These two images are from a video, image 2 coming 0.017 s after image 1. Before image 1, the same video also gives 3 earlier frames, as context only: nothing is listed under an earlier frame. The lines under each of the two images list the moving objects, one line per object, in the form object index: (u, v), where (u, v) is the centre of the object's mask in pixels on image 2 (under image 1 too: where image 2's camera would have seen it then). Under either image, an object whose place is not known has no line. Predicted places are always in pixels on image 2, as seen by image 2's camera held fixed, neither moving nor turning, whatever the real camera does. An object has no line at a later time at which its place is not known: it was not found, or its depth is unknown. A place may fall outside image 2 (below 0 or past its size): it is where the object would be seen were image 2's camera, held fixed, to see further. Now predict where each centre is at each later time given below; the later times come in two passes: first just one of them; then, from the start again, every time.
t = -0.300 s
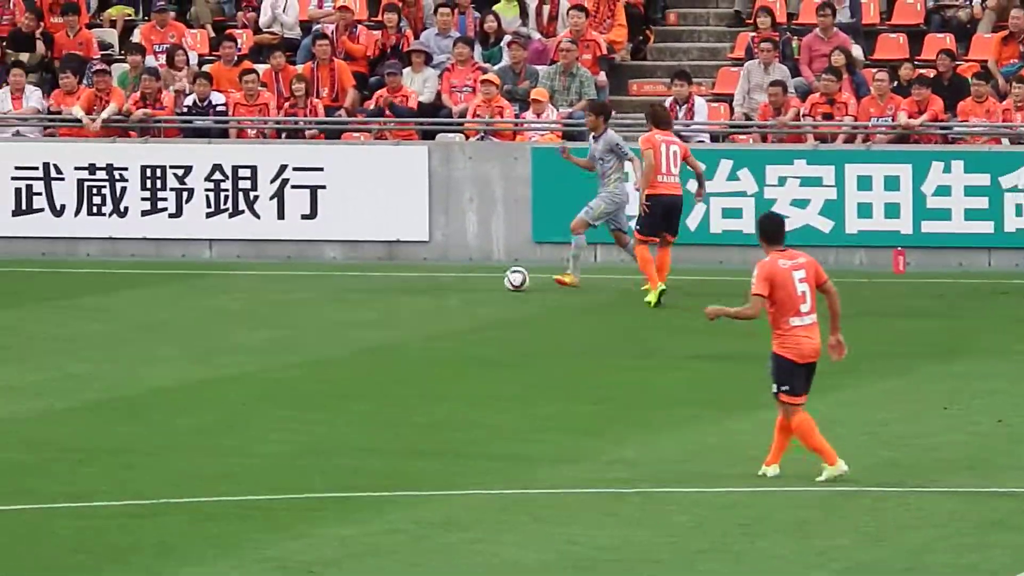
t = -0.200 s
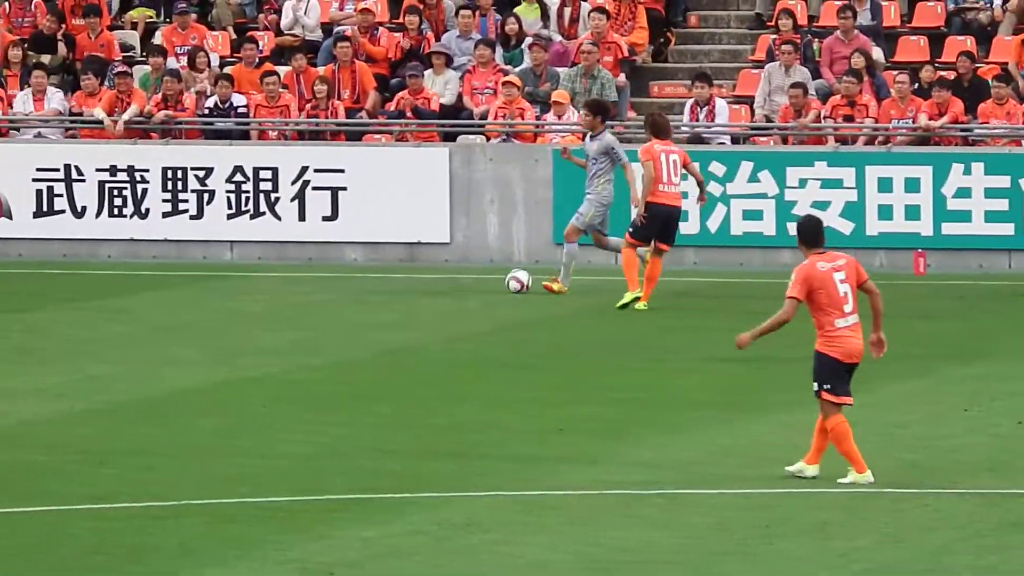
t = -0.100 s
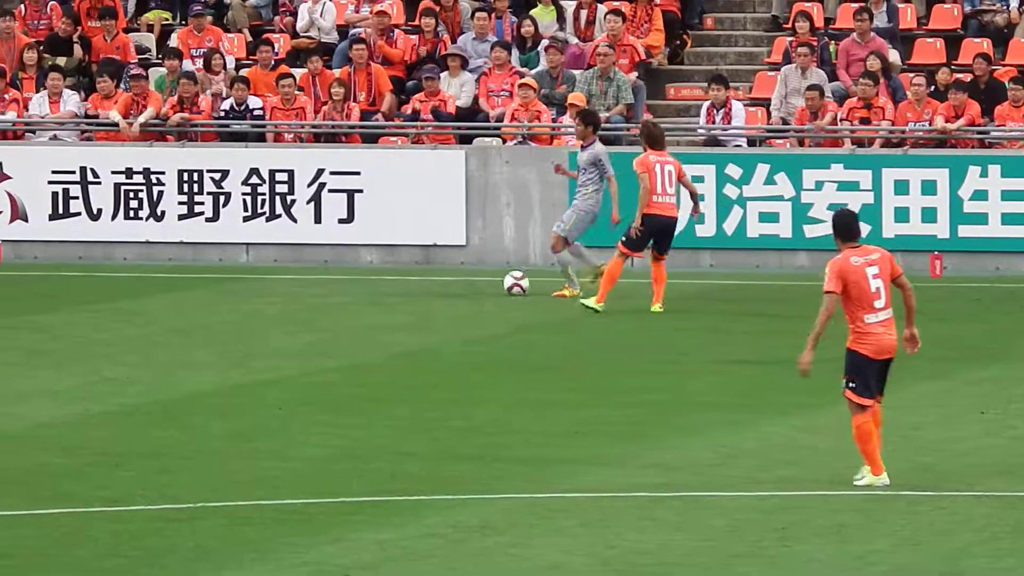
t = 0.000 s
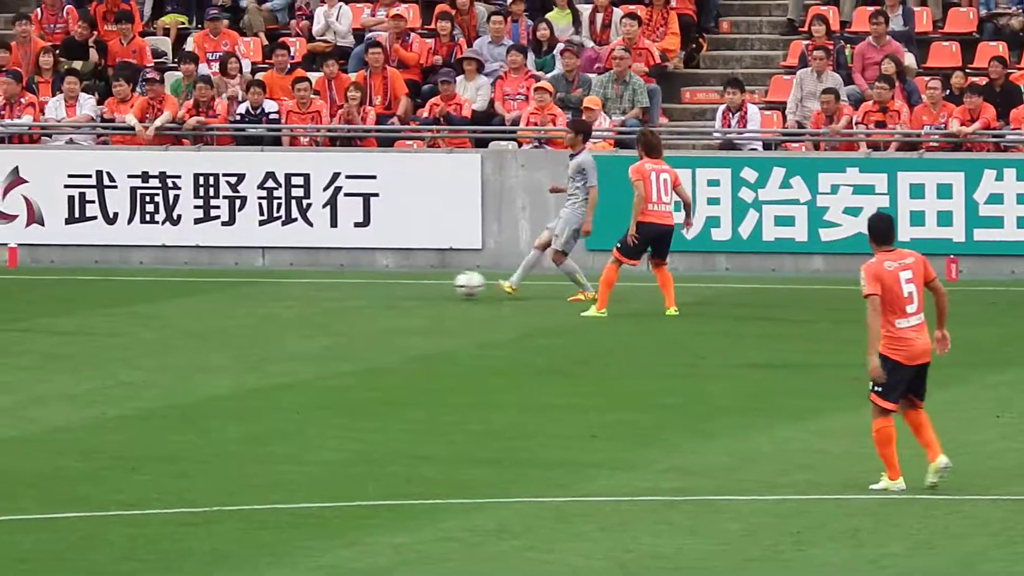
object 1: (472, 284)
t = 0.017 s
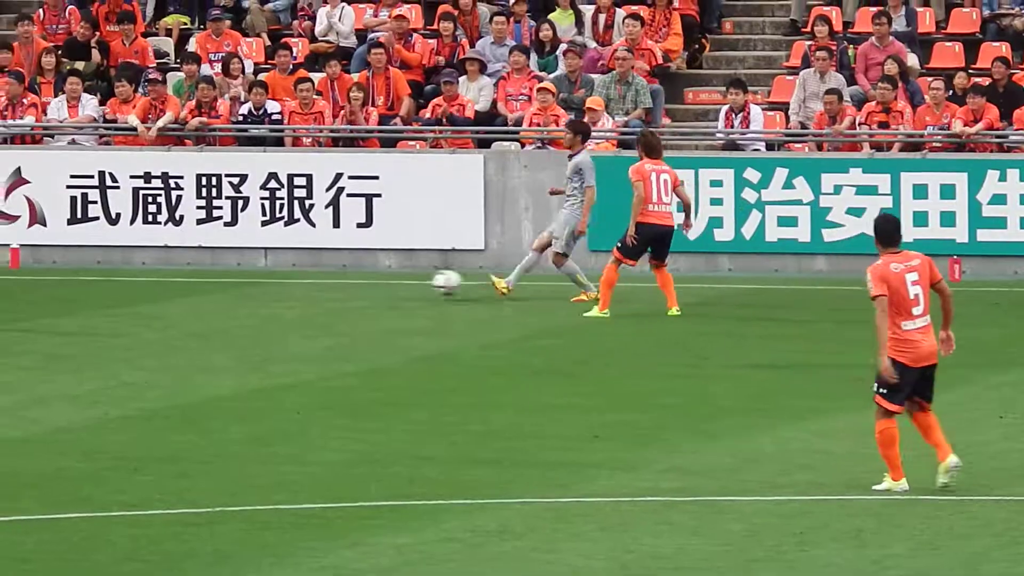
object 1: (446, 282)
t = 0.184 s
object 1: (197, 283)
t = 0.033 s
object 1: (421, 281)
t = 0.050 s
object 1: (397, 280)
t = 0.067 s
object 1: (372, 279)
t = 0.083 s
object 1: (348, 279)
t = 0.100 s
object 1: (323, 279)
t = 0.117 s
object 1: (298, 279)
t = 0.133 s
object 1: (272, 280)
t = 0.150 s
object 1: (248, 281)
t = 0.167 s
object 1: (222, 282)
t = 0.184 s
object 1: (197, 283)
